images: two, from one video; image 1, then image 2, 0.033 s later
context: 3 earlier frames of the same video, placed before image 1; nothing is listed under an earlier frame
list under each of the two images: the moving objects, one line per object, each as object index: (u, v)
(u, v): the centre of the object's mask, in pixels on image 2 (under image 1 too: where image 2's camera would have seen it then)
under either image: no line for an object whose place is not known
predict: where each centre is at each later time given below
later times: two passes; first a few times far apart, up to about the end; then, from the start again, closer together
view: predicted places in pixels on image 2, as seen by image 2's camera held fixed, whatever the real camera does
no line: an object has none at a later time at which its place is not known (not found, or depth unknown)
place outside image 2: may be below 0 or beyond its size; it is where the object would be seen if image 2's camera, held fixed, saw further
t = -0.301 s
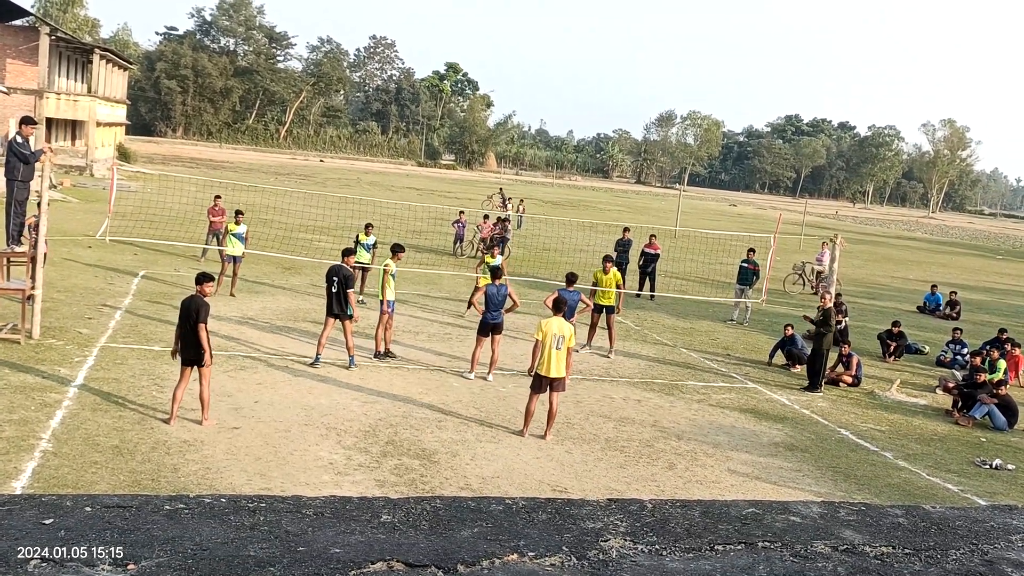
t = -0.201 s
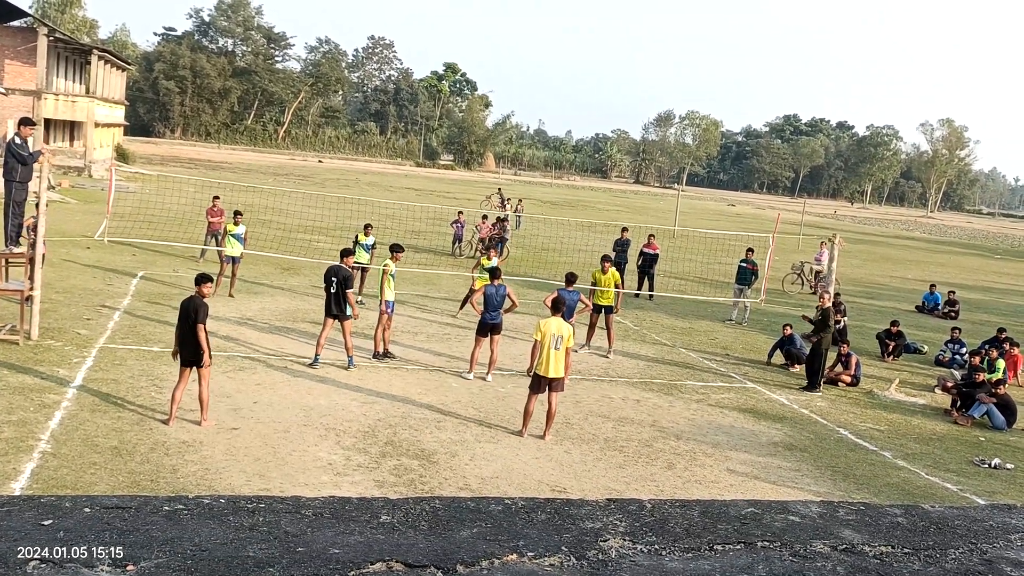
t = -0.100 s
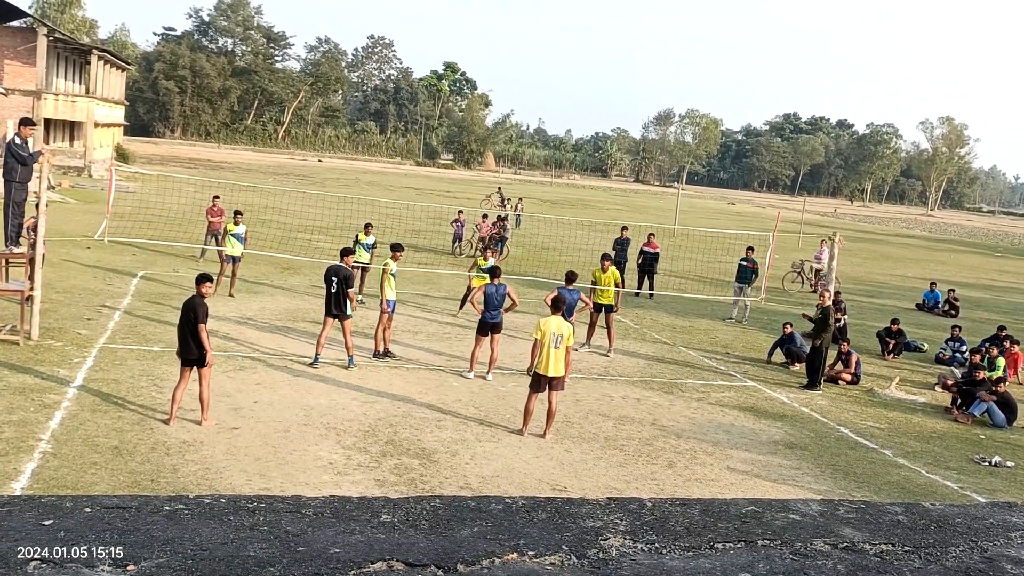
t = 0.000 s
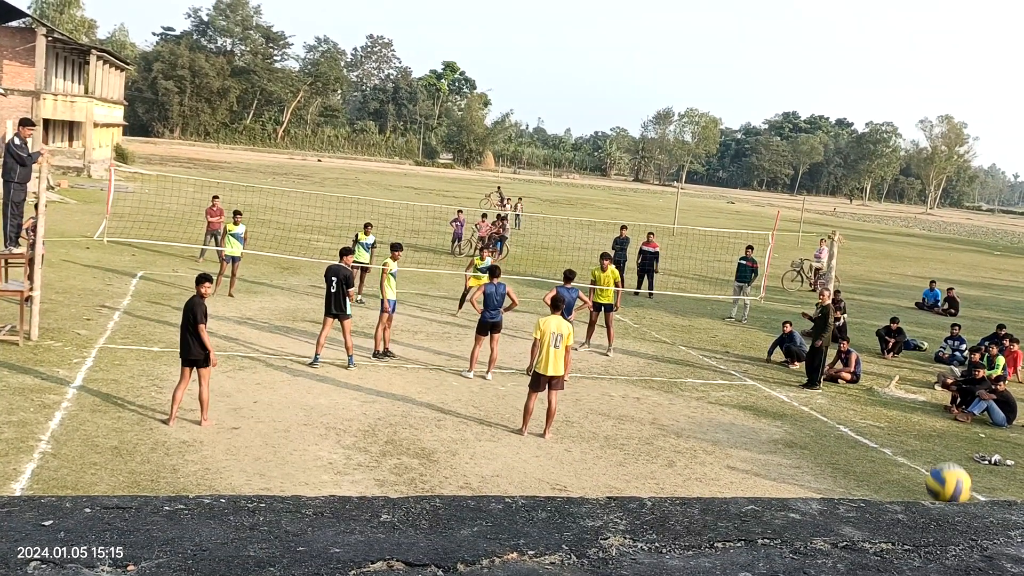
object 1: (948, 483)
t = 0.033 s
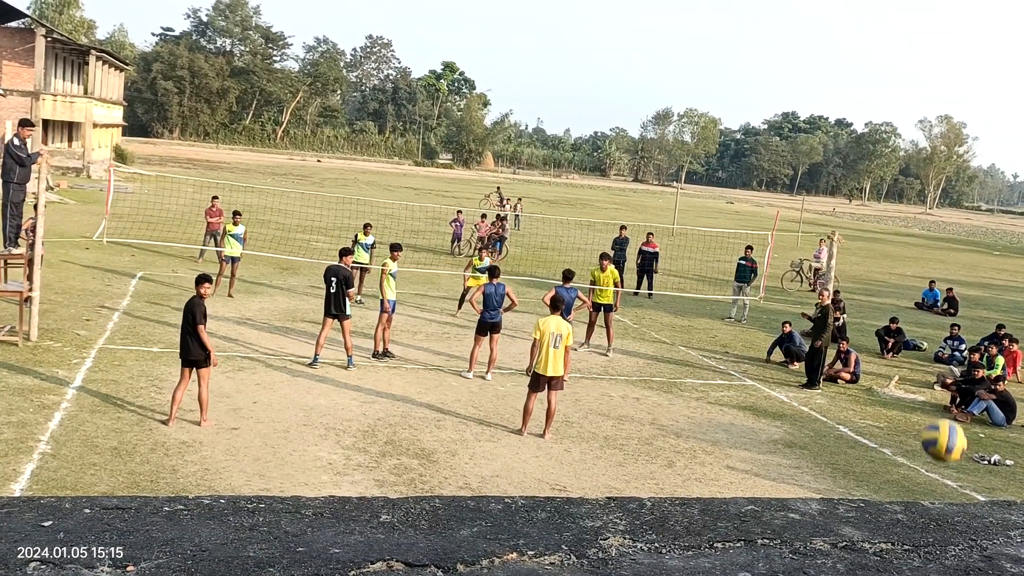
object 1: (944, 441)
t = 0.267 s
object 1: (909, 203)
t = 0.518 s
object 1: (861, 83)
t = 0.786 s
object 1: (803, 82)
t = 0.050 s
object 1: (942, 420)
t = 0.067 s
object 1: (940, 399)
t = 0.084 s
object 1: (938, 380)
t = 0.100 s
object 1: (935, 361)
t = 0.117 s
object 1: (933, 342)
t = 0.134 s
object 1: (931, 323)
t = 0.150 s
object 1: (928, 306)
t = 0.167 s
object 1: (926, 290)
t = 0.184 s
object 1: (923, 274)
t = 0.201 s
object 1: (921, 258)
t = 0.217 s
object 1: (918, 243)
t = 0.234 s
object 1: (915, 230)
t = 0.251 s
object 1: (912, 216)
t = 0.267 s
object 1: (909, 203)
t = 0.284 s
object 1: (906, 192)
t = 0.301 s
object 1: (903, 181)
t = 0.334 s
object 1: (897, 160)
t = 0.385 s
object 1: (888, 134)
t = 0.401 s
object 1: (885, 125)
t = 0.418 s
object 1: (881, 118)
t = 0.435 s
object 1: (878, 111)
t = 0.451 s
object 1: (875, 104)
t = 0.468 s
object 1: (871, 98)
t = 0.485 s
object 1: (868, 93)
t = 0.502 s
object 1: (864, 88)
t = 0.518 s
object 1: (861, 83)
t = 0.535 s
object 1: (858, 80)
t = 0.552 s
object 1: (854, 77)
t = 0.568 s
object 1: (850, 75)
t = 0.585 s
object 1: (847, 72)
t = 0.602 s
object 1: (843, 71)
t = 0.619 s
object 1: (840, 70)
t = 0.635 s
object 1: (836, 69)
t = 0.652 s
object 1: (832, 69)
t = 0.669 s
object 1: (829, 69)
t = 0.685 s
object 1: (825, 70)
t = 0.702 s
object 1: (822, 71)
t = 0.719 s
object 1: (818, 73)
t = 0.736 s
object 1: (814, 74)
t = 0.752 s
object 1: (811, 76)
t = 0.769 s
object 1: (807, 79)
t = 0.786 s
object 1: (803, 82)
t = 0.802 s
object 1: (800, 86)
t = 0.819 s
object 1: (796, 90)
